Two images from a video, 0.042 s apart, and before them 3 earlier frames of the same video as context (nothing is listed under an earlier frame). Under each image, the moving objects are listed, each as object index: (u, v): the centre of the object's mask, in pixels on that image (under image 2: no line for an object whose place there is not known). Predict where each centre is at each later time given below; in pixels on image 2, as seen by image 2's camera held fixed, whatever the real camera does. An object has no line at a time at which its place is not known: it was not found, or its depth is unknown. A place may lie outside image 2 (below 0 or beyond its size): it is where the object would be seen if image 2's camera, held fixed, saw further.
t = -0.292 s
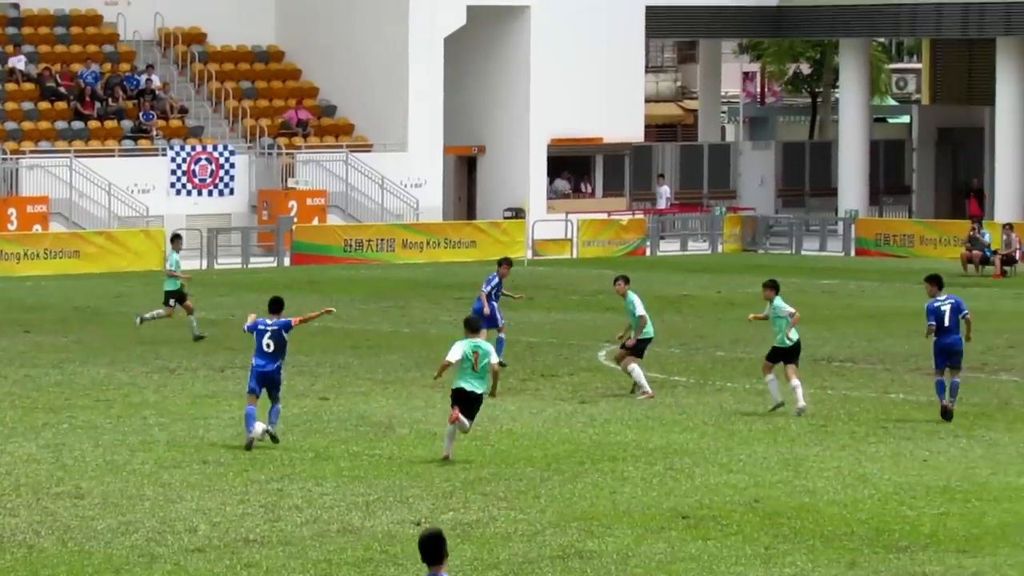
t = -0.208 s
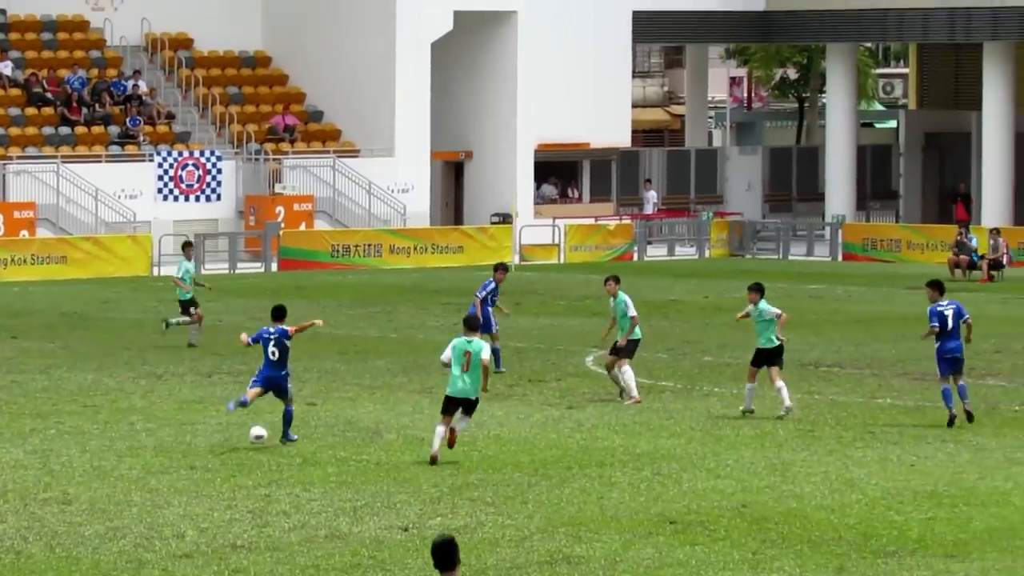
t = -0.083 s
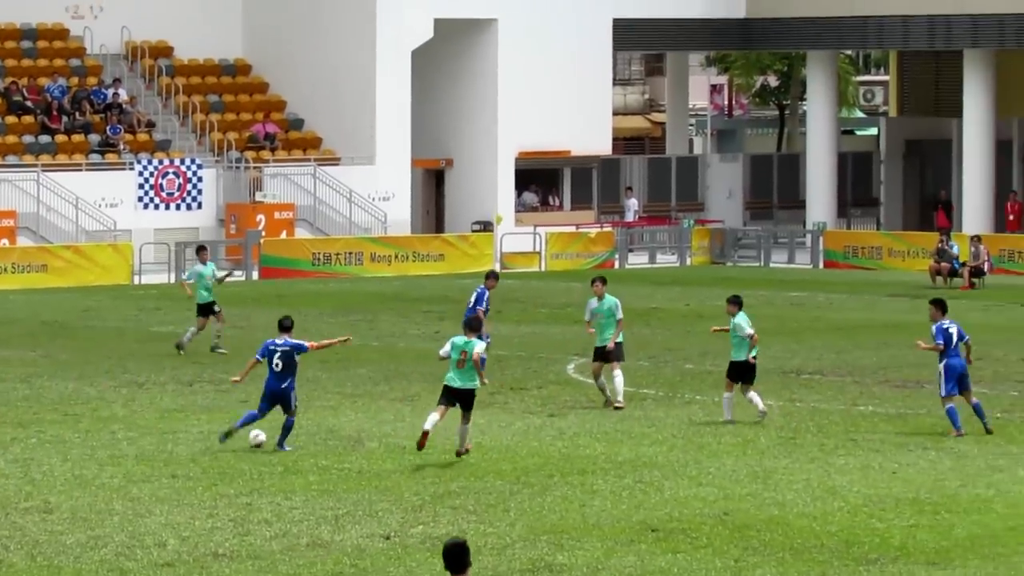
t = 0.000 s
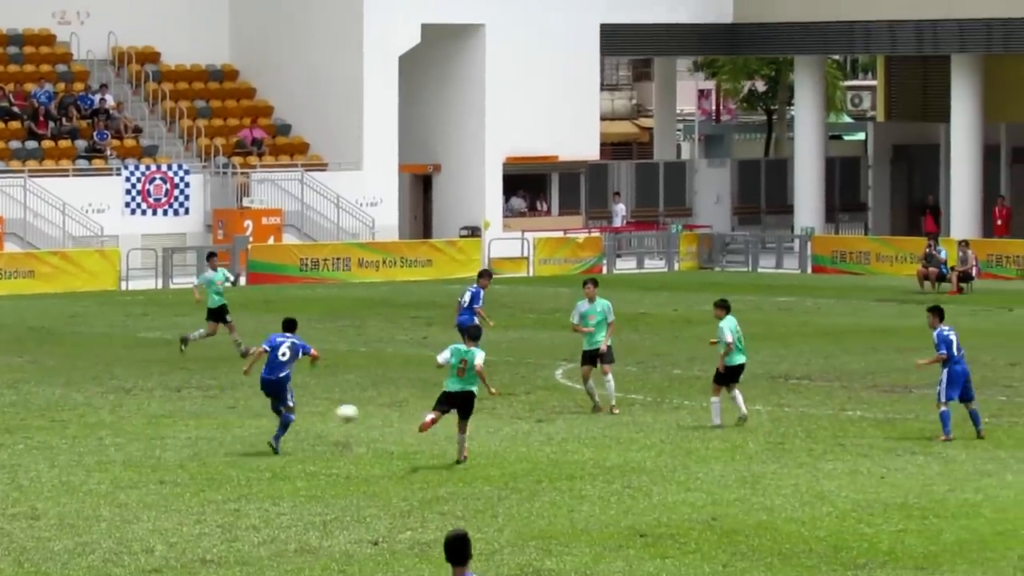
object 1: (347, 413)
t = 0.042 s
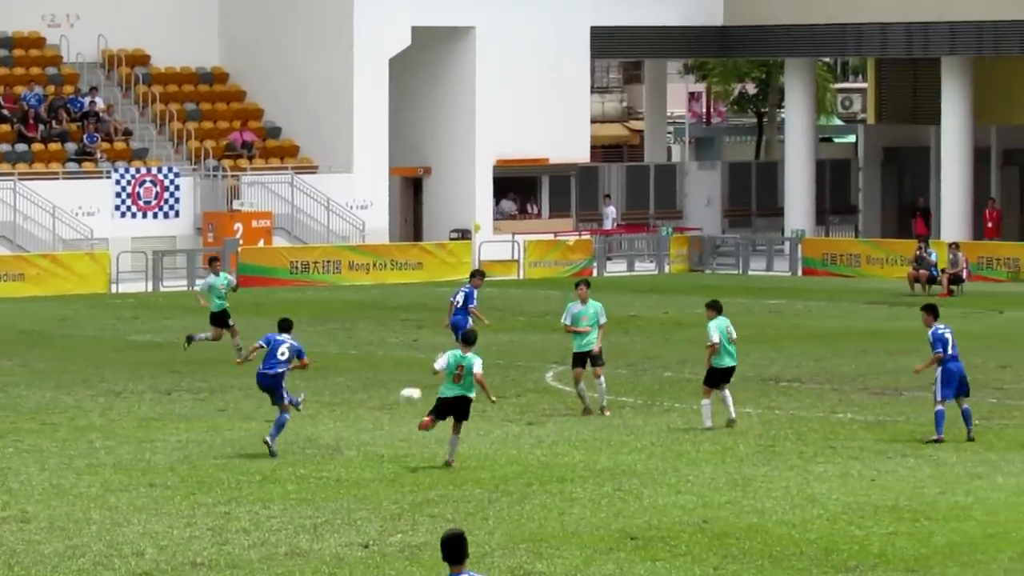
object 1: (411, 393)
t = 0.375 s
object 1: (941, 316)
